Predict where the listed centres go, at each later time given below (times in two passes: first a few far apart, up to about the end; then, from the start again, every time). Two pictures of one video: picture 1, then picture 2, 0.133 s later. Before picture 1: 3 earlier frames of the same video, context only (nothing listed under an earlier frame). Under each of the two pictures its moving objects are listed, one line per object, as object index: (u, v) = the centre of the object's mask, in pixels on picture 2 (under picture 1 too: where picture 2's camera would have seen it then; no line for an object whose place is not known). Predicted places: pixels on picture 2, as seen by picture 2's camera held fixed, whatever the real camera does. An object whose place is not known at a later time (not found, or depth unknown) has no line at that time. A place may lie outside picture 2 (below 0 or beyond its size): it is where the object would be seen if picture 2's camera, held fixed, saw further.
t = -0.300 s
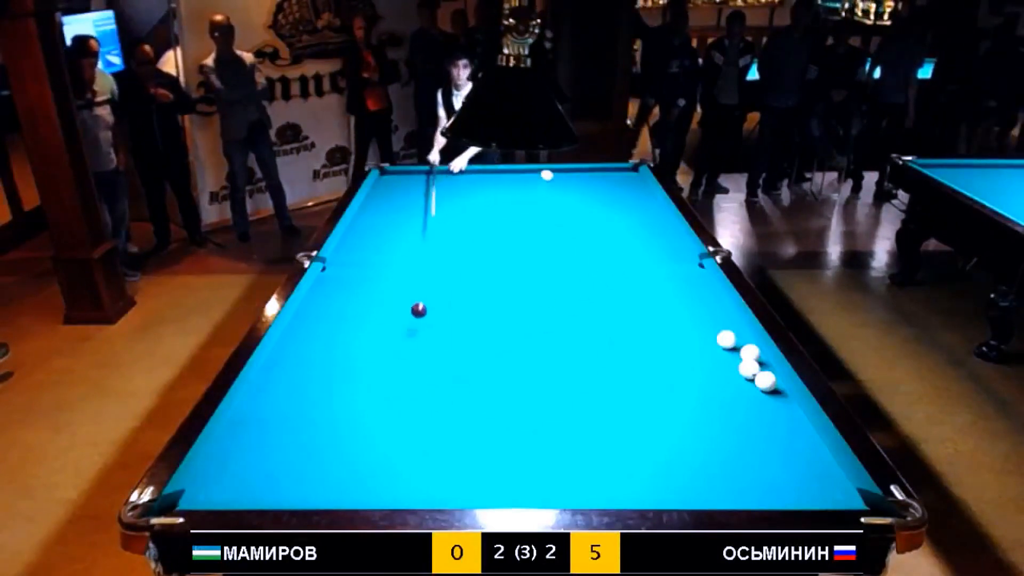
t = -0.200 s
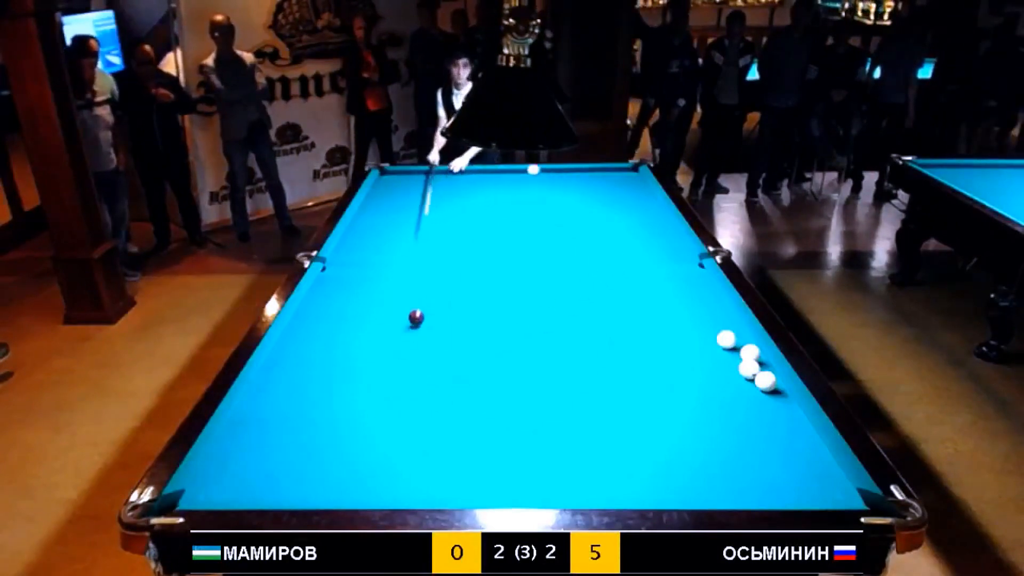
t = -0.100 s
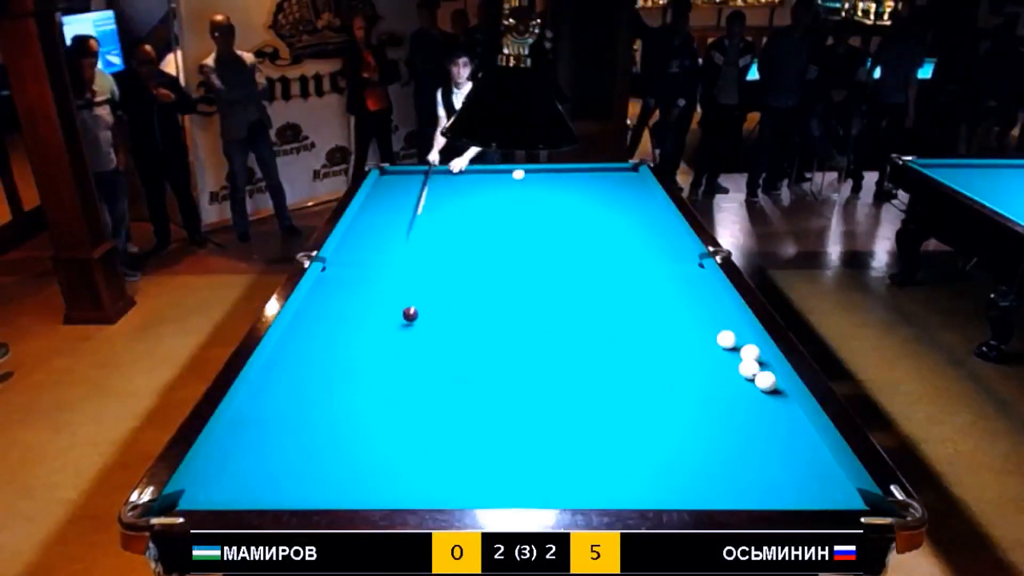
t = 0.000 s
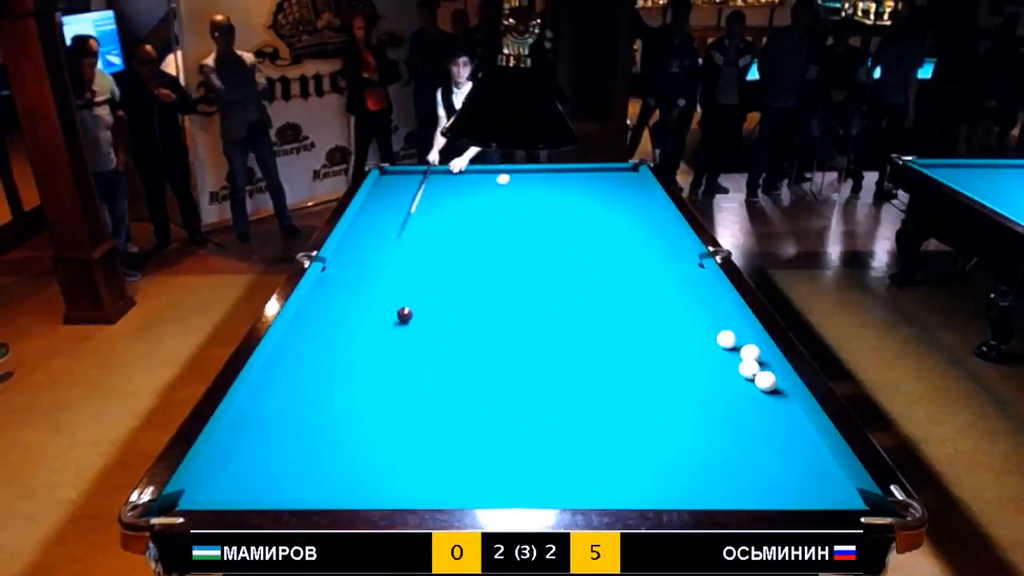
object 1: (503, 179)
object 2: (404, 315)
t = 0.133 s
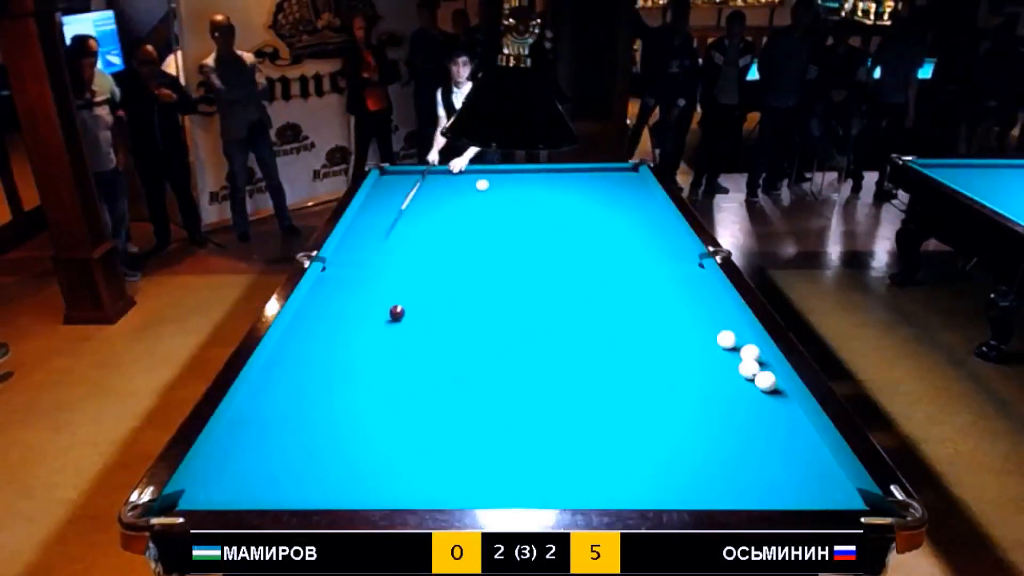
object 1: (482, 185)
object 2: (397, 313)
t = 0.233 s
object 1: (465, 189)
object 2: (391, 312)
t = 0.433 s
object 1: (431, 199)
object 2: (381, 308)
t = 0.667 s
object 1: (388, 211)
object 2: (370, 304)
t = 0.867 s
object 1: (361, 221)
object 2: (361, 301)
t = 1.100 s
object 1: (380, 233)
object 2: (351, 298)
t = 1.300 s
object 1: (396, 244)
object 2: (344, 295)
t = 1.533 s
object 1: (417, 257)
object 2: (336, 293)
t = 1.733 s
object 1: (436, 270)
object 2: (330, 290)
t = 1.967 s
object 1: (460, 286)
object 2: (323, 288)
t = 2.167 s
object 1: (483, 301)
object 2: (318, 286)
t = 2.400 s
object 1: (513, 319)
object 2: (323, 284)
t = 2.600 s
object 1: (539, 337)
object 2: (327, 281)
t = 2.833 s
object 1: (574, 359)
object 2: (331, 278)
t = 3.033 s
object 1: (607, 381)
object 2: (334, 276)
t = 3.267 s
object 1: (650, 408)
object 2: (337, 274)
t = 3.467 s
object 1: (691, 435)
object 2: (339, 273)
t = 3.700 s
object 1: (746, 470)
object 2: (341, 272)
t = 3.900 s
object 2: (342, 271)
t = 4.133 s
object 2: (343, 270)
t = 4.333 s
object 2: (344, 270)
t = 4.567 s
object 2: (345, 270)
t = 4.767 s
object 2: (345, 269)
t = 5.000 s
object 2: (345, 269)
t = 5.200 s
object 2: (344, 269)
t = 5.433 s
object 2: (345, 269)
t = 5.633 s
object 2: (344, 269)
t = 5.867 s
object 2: (345, 269)
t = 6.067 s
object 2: (345, 269)
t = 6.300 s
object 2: (345, 269)
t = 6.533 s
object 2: (345, 269)
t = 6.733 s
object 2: (345, 269)
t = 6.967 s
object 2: (345, 269)
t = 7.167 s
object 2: (345, 269)
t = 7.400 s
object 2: (345, 269)
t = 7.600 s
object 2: (345, 269)
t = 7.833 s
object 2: (345, 269)
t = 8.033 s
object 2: (345, 269)
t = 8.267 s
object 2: (345, 269)
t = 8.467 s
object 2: (345, 269)
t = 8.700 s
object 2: (345, 269)
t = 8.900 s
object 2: (345, 269)
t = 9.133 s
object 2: (345, 269)
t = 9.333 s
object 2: (345, 269)
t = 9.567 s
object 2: (345, 269)
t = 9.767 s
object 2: (345, 269)
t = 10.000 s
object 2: (345, 269)
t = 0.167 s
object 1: (476, 186)
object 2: (395, 313)
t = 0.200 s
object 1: (471, 188)
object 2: (393, 312)
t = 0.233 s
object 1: (465, 189)
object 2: (391, 312)
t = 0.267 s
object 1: (460, 191)
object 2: (389, 311)
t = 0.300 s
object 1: (454, 192)
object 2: (388, 310)
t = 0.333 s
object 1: (449, 194)
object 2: (386, 309)
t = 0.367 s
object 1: (443, 195)
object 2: (384, 309)
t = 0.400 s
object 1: (437, 197)
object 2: (383, 308)
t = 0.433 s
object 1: (431, 199)
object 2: (381, 308)
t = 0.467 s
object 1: (425, 201)
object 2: (379, 307)
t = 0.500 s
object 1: (419, 202)
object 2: (377, 307)
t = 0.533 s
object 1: (413, 204)
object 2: (376, 306)
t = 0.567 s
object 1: (406, 205)
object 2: (374, 306)
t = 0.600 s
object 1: (401, 207)
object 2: (373, 305)
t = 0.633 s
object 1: (394, 209)
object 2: (371, 305)
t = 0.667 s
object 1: (388, 211)
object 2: (370, 304)
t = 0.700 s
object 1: (381, 212)
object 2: (368, 304)
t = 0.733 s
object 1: (375, 214)
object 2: (366, 303)
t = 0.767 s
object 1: (368, 216)
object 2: (365, 303)
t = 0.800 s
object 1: (362, 217)
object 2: (364, 302)
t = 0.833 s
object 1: (358, 219)
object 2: (362, 302)
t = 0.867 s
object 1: (361, 221)
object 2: (361, 301)
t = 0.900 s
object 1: (364, 222)
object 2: (359, 301)
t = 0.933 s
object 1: (367, 224)
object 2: (358, 300)
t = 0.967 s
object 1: (369, 226)
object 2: (357, 300)
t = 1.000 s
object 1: (372, 227)
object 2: (355, 299)
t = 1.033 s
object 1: (375, 229)
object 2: (354, 299)
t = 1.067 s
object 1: (377, 231)
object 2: (353, 299)
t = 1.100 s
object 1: (380, 233)
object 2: (351, 298)
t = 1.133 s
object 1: (382, 235)
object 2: (350, 298)
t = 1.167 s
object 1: (385, 237)
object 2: (349, 297)
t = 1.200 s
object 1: (388, 238)
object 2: (348, 297)
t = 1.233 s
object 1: (391, 240)
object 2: (346, 296)
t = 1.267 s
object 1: (393, 242)
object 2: (345, 296)
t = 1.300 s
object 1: (396, 244)
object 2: (344, 295)
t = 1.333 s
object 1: (399, 246)
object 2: (343, 295)
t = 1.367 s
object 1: (402, 248)
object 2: (341, 294)
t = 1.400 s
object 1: (405, 250)
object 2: (340, 294)
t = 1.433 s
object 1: (408, 251)
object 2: (339, 294)
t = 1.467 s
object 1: (411, 253)
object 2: (338, 293)
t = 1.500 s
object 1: (414, 255)
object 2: (337, 293)
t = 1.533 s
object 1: (417, 257)
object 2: (336, 293)
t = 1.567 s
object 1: (420, 259)
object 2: (335, 292)
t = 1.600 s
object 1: (424, 261)
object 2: (334, 292)
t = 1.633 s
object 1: (426, 264)
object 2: (333, 291)
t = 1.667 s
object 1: (430, 266)
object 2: (331, 291)
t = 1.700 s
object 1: (433, 268)
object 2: (331, 291)
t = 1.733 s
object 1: (436, 270)
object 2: (330, 290)
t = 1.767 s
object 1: (439, 272)
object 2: (329, 290)
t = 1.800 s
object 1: (443, 274)
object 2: (328, 290)
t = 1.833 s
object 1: (447, 277)
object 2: (327, 289)
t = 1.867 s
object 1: (450, 279)
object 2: (326, 289)
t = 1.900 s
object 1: (453, 281)
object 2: (325, 289)
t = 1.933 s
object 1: (457, 283)
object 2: (324, 288)
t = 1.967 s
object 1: (460, 286)
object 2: (323, 288)
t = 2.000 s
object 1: (464, 288)
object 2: (322, 288)
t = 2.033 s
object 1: (468, 291)
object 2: (321, 287)
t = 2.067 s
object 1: (472, 293)
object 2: (320, 287)
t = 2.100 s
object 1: (476, 295)
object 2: (320, 287)
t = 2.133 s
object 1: (479, 298)
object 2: (319, 287)
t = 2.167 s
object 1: (483, 301)
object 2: (318, 286)
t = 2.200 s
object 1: (487, 303)
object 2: (319, 286)
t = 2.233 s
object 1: (491, 306)
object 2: (320, 286)
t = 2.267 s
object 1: (495, 308)
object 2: (321, 285)
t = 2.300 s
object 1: (500, 311)
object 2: (321, 285)
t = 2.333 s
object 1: (503, 313)
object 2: (322, 284)
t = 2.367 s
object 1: (508, 316)
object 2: (322, 284)
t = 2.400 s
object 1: (513, 319)
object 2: (323, 284)
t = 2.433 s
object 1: (517, 322)
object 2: (324, 283)
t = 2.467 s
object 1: (521, 325)
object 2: (325, 283)
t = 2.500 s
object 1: (525, 328)
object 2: (325, 282)
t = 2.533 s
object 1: (530, 330)
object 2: (326, 282)
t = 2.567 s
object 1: (535, 333)
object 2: (327, 281)
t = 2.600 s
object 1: (539, 337)
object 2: (327, 281)
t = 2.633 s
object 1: (544, 340)
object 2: (328, 280)
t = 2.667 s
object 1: (549, 343)
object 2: (329, 280)
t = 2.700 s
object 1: (554, 346)
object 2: (329, 279)
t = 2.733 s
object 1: (559, 349)
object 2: (330, 279)
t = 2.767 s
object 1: (563, 353)
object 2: (330, 279)
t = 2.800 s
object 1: (569, 356)
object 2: (331, 279)
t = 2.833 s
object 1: (574, 359)
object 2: (331, 278)
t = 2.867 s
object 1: (579, 363)
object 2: (331, 278)
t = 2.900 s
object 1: (585, 366)
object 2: (332, 278)
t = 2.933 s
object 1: (590, 370)
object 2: (333, 277)
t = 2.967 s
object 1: (596, 373)
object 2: (333, 277)
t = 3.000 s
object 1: (602, 377)
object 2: (333, 277)
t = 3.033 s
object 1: (607, 381)
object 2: (334, 276)
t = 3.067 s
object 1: (613, 384)
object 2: (335, 276)
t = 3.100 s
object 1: (619, 388)
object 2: (335, 276)
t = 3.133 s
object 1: (625, 392)
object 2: (335, 275)
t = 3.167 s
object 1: (631, 396)
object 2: (336, 275)
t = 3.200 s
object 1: (637, 400)
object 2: (336, 275)
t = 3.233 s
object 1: (643, 404)
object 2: (337, 275)
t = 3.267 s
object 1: (650, 408)
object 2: (337, 274)
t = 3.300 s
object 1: (656, 412)
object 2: (337, 274)
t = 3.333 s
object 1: (663, 417)
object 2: (338, 274)
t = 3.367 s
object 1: (670, 421)
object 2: (338, 274)
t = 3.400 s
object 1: (677, 426)
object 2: (339, 274)
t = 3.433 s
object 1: (684, 431)
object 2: (339, 274)
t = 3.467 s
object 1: (691, 435)
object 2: (339, 273)
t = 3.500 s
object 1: (699, 440)
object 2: (339, 273)
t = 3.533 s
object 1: (706, 445)
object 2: (340, 273)
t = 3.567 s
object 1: (714, 450)
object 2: (340, 273)
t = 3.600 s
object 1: (722, 454)
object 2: (340, 273)
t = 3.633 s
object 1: (729, 460)
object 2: (341, 272)
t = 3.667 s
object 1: (737, 465)
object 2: (341, 272)
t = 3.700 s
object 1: (746, 470)
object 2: (341, 272)
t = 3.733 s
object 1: (754, 476)
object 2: (341, 272)
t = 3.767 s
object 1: (762, 481)
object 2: (341, 272)
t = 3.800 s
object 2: (342, 272)
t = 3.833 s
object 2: (342, 272)
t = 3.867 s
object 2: (342, 271)
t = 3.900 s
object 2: (342, 271)
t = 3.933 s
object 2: (343, 271)
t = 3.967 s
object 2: (343, 271)
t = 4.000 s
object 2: (343, 271)
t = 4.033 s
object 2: (343, 271)
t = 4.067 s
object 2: (343, 271)
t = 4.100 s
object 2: (343, 271)
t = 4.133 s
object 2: (343, 270)
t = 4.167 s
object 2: (344, 270)
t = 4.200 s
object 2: (344, 270)
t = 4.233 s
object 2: (344, 270)
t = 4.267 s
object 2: (344, 270)
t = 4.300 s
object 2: (344, 270)
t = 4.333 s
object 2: (344, 270)
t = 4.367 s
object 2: (344, 270)
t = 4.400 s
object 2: (344, 270)
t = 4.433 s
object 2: (344, 270)
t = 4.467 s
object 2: (344, 270)
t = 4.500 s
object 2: (345, 270)
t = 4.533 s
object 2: (345, 270)
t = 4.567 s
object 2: (345, 270)
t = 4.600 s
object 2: (345, 270)
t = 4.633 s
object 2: (345, 270)
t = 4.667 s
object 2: (345, 270)
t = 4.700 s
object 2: (345, 269)
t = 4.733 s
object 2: (345, 269)
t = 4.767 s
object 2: (345, 269)
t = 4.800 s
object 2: (345, 269)
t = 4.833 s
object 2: (345, 269)
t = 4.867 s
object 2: (345, 269)
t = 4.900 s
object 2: (345, 269)
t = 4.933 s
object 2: (345, 269)
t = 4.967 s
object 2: (345, 269)
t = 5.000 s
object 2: (345, 269)
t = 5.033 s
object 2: (345, 269)
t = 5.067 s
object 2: (345, 269)
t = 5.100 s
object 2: (344, 269)
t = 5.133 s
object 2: (345, 269)
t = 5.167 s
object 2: (344, 269)
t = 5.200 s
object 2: (344, 269)
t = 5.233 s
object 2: (345, 269)
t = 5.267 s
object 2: (345, 269)
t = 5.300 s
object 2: (344, 269)
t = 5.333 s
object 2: (345, 269)
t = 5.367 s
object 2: (344, 269)
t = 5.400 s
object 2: (345, 269)
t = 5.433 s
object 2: (345, 269)
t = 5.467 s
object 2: (345, 269)
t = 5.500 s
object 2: (345, 269)
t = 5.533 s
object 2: (345, 269)
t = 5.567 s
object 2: (344, 269)
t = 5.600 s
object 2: (345, 269)
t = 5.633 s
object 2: (344, 269)
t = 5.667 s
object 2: (345, 269)
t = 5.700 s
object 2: (345, 269)
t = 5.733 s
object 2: (345, 269)
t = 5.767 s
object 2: (345, 269)
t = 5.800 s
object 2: (344, 269)
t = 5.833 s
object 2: (345, 269)
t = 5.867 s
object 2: (345, 269)
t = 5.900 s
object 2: (344, 269)
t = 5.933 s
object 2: (345, 269)
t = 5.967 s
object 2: (345, 269)
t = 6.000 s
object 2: (345, 269)
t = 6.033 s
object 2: (344, 269)
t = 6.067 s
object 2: (345, 269)
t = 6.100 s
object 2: (345, 269)
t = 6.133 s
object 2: (345, 269)
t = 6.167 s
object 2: (345, 269)
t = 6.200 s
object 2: (345, 269)
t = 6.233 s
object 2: (345, 269)
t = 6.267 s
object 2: (345, 269)
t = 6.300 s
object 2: (345, 269)
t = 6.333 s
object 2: (345, 269)
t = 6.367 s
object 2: (345, 269)
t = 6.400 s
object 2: (345, 269)
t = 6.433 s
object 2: (345, 269)
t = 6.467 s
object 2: (345, 269)
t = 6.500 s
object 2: (345, 269)
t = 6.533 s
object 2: (345, 269)
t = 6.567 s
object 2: (345, 269)
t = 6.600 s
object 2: (345, 269)
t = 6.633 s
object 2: (345, 269)
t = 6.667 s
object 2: (345, 269)
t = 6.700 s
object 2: (344, 269)
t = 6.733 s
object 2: (345, 269)
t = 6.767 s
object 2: (345, 269)
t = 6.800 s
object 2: (345, 269)
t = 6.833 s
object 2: (344, 269)
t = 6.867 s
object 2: (345, 269)
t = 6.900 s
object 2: (344, 269)
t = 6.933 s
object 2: (345, 269)
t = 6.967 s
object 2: (345, 269)
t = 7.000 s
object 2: (345, 269)
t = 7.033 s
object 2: (345, 269)
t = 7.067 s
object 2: (345, 269)
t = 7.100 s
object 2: (345, 269)
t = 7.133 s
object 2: (345, 269)
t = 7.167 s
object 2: (345, 269)
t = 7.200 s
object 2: (345, 269)
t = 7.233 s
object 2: (345, 269)
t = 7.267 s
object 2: (345, 269)
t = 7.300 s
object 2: (345, 269)
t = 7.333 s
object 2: (345, 269)
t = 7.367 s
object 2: (345, 269)
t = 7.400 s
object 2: (345, 269)
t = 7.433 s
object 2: (345, 269)
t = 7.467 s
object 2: (345, 269)
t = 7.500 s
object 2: (345, 269)
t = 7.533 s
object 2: (344, 269)
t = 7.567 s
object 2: (345, 269)
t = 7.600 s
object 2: (345, 269)
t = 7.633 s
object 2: (345, 269)
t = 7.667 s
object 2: (345, 269)
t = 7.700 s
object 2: (345, 269)
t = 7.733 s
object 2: (345, 269)
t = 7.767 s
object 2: (344, 269)
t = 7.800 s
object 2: (345, 269)
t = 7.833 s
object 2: (345, 269)
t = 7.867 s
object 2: (345, 269)
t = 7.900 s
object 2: (345, 269)
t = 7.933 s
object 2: (345, 269)
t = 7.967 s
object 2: (345, 269)
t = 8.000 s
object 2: (345, 269)
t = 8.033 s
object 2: (345, 269)
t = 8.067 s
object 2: (345, 269)
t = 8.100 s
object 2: (345, 269)
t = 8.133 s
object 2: (345, 269)
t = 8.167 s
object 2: (345, 269)
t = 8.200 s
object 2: (345, 269)
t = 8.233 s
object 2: (345, 269)
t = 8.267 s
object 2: (345, 269)
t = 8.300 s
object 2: (345, 269)
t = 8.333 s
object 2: (345, 269)
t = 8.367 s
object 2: (345, 269)
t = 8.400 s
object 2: (345, 269)
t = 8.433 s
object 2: (345, 269)
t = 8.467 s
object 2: (345, 269)
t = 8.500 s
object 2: (345, 269)
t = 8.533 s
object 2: (345, 269)
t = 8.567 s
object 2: (345, 269)
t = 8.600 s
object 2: (345, 269)
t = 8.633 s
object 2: (345, 269)
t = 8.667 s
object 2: (345, 269)
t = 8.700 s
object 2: (345, 269)
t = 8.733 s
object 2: (345, 269)
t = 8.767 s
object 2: (345, 269)
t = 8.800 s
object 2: (345, 269)
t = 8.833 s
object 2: (345, 269)
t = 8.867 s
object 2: (345, 269)
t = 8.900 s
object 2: (345, 269)
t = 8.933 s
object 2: (345, 269)
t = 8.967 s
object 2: (345, 269)
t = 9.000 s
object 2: (345, 269)
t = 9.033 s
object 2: (345, 269)
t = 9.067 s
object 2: (345, 269)
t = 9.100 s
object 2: (345, 269)
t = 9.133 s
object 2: (345, 269)
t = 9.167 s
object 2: (345, 269)
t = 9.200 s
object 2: (345, 269)
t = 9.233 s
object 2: (345, 269)
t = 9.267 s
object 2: (345, 269)
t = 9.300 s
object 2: (345, 269)
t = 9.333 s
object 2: (345, 269)
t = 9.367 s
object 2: (345, 269)
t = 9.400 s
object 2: (345, 269)
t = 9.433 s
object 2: (345, 269)
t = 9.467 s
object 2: (345, 269)
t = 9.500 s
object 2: (345, 269)
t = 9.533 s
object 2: (345, 269)
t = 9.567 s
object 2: (345, 269)
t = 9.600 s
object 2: (345, 269)
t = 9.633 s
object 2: (345, 269)
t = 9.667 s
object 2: (345, 269)
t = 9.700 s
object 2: (345, 269)
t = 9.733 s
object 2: (345, 269)
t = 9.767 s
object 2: (345, 269)
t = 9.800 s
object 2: (345, 269)
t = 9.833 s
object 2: (345, 269)
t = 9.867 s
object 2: (345, 269)
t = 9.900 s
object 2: (345, 269)
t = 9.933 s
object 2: (345, 269)
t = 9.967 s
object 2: (345, 269)
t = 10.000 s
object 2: (345, 269)
